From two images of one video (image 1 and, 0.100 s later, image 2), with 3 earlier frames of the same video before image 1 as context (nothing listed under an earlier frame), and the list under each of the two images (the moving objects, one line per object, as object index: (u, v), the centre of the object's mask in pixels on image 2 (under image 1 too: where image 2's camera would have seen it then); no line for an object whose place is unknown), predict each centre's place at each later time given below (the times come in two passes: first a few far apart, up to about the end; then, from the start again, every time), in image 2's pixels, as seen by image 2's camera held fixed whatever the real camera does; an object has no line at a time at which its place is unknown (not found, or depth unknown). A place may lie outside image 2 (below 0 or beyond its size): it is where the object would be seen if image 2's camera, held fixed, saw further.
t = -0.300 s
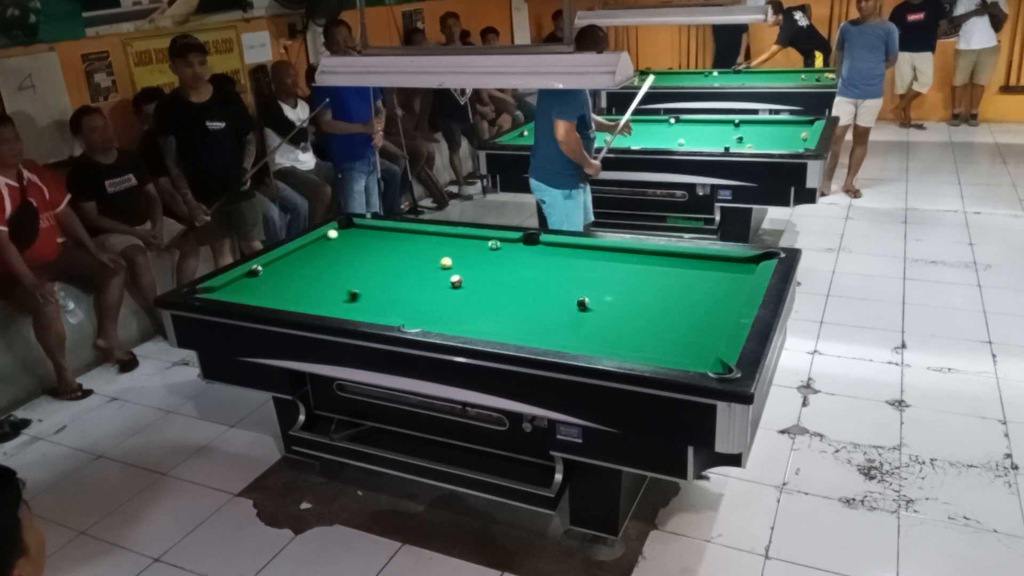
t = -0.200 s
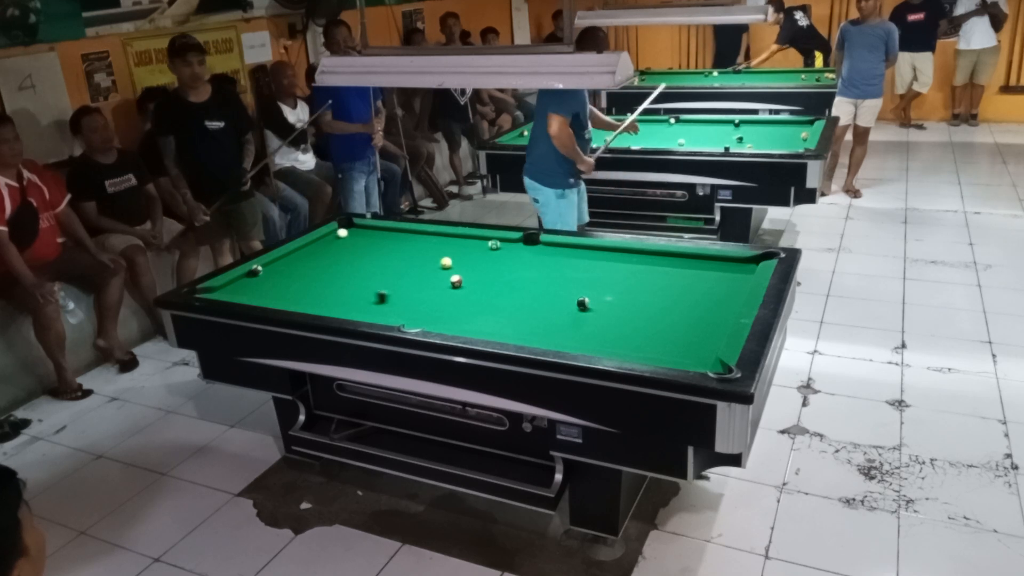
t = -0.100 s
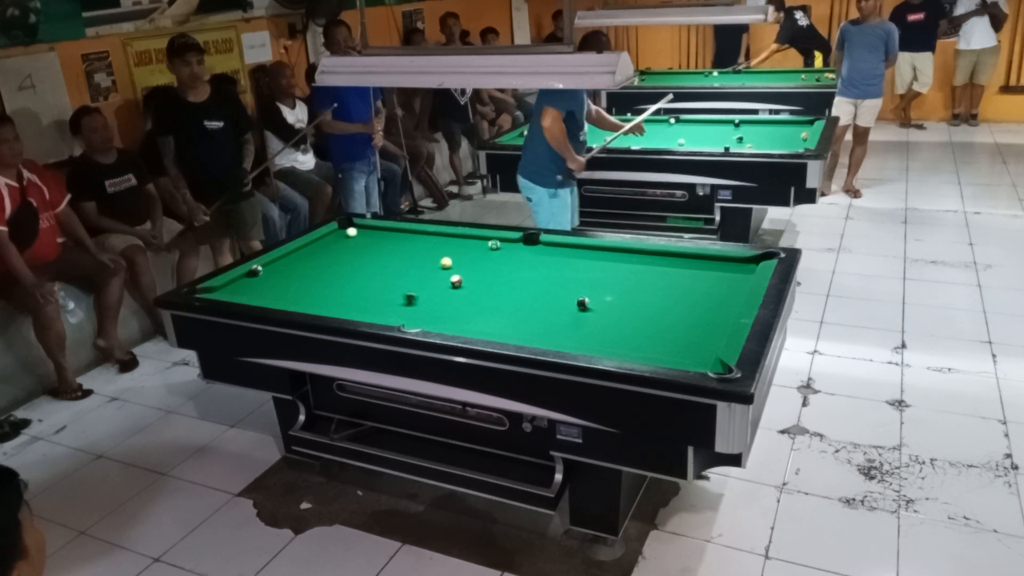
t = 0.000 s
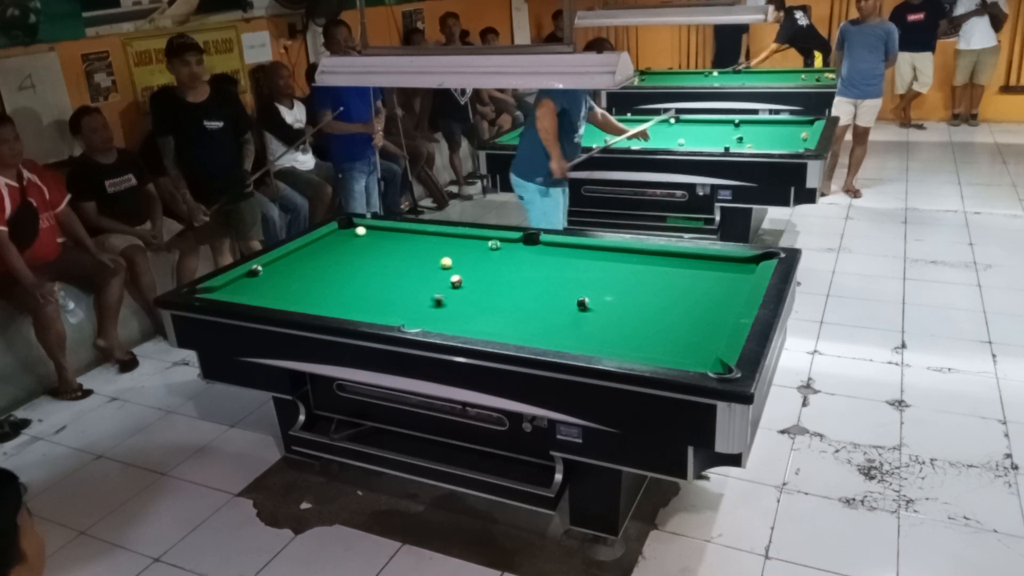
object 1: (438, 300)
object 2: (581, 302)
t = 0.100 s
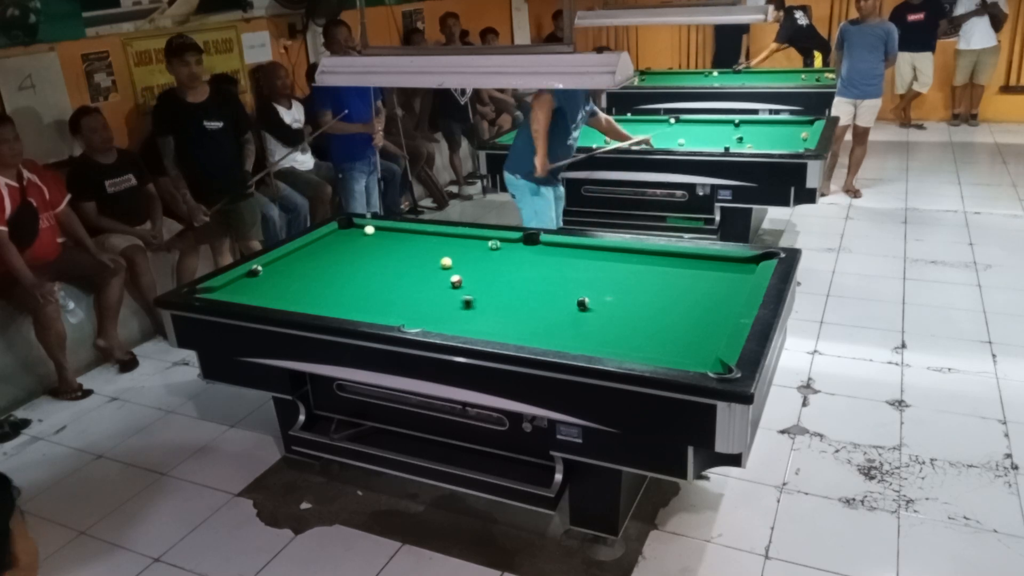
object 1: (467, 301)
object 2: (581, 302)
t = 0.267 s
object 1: (515, 304)
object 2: (581, 302)
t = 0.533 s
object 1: (587, 312)
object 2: (588, 300)
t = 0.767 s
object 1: (638, 324)
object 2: (605, 294)
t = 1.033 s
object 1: (698, 339)
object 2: (620, 287)
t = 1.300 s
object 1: (678, 342)
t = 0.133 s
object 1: (476, 301)
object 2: (581, 302)
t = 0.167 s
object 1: (486, 302)
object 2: (581, 302)
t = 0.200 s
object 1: (496, 303)
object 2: (581, 302)
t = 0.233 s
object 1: (506, 303)
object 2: (581, 302)
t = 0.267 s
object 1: (515, 304)
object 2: (581, 302)
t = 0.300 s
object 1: (525, 305)
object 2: (581, 302)
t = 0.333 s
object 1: (535, 305)
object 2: (581, 302)
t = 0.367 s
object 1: (544, 305)
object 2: (581, 302)
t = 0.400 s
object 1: (555, 307)
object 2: (581, 302)
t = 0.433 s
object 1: (564, 307)
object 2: (581, 302)
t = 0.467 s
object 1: (574, 308)
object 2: (582, 302)
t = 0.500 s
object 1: (581, 310)
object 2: (585, 300)
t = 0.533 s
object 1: (587, 312)
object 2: (588, 300)
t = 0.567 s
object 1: (594, 313)
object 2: (590, 299)
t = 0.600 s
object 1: (602, 314)
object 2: (593, 297)
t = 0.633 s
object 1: (609, 316)
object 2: (596, 296)
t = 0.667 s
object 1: (616, 319)
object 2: (598, 294)
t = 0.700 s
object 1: (623, 321)
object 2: (600, 294)
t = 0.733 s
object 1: (630, 322)
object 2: (603, 295)
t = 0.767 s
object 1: (638, 324)
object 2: (605, 294)
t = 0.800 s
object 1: (645, 325)
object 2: (607, 293)
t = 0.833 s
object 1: (652, 327)
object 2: (609, 292)
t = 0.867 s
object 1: (660, 330)
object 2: (611, 291)
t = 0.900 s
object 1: (668, 332)
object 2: (614, 290)
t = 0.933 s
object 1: (675, 333)
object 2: (615, 290)
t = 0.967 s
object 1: (683, 335)
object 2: (617, 289)
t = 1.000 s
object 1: (690, 337)
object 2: (618, 288)
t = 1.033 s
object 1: (698, 339)
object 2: (620, 287)
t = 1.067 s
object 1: (707, 342)
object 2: (622, 286)
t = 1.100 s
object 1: (714, 343)
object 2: (624, 286)
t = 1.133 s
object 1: (711, 344)
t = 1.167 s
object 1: (703, 343)
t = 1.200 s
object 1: (697, 343)
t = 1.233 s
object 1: (691, 342)
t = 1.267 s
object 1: (684, 342)
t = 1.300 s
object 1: (678, 342)
